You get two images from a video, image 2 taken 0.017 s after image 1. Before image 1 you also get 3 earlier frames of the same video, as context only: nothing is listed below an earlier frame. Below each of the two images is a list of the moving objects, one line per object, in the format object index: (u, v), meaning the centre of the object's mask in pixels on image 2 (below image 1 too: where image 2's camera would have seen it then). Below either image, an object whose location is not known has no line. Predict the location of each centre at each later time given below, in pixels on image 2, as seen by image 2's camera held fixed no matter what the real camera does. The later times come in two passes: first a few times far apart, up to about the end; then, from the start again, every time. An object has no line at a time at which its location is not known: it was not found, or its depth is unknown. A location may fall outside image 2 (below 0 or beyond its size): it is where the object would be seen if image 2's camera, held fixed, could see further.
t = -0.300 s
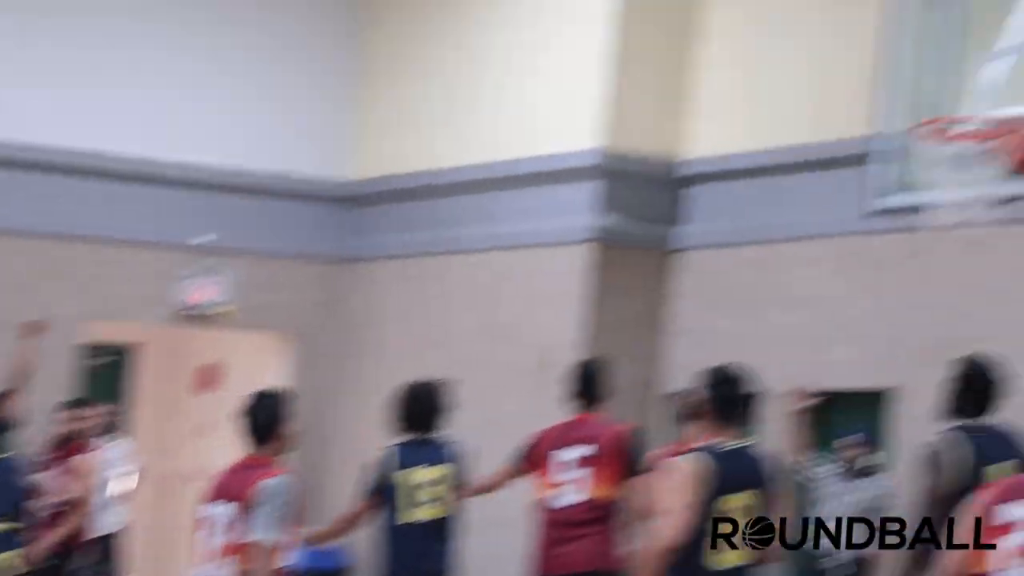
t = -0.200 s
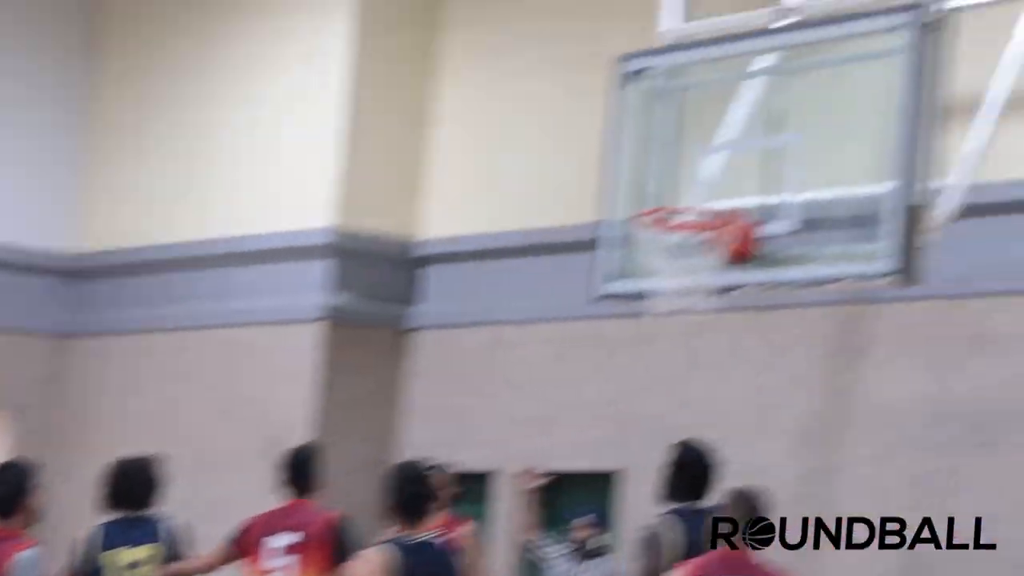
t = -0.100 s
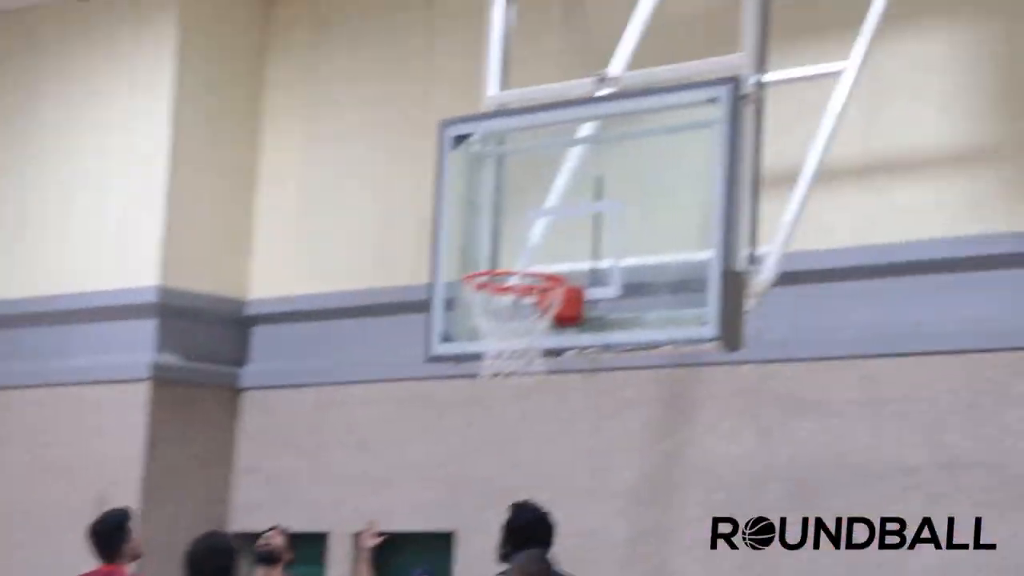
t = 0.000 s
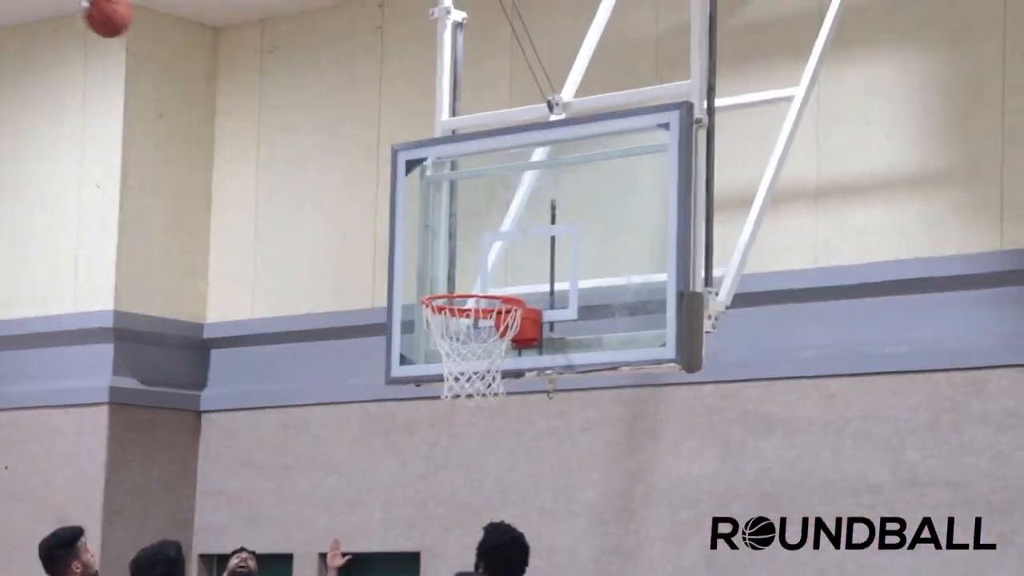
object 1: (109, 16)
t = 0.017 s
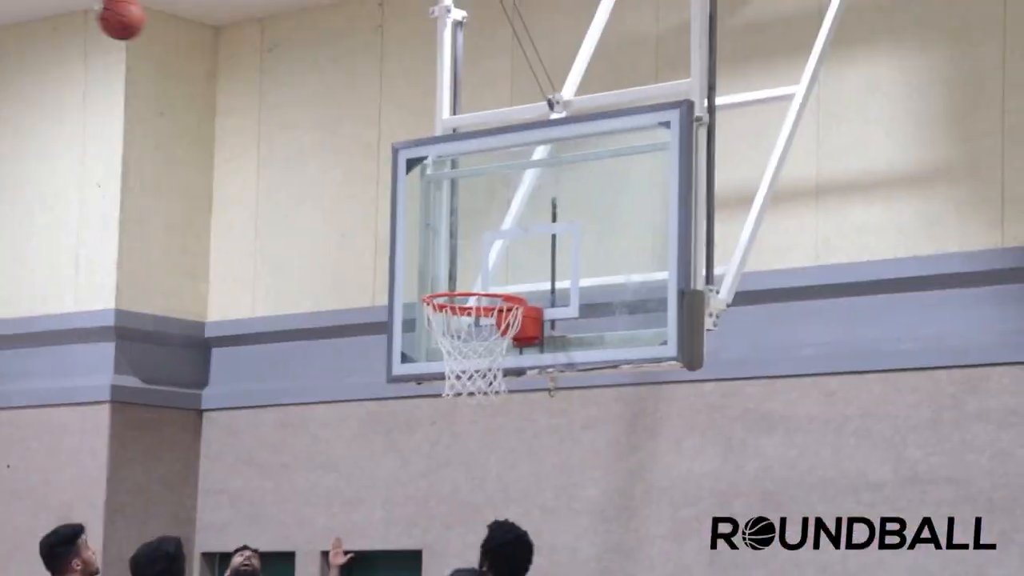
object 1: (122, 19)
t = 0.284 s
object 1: (338, 147)
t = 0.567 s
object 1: (458, 313)
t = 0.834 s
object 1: (464, 395)
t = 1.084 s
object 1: (490, 567)
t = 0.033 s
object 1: (134, 21)
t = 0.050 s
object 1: (148, 25)
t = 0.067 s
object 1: (161, 29)
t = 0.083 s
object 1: (174, 36)
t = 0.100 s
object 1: (188, 41)
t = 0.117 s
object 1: (201, 48)
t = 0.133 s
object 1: (214, 55)
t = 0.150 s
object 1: (228, 63)
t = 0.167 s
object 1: (242, 71)
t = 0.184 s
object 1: (256, 81)
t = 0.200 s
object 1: (269, 90)
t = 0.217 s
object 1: (283, 101)
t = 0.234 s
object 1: (296, 111)
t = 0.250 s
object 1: (310, 122)
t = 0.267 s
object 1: (325, 134)
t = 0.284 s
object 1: (338, 147)
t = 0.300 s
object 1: (352, 160)
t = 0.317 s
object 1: (366, 174)
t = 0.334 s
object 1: (380, 189)
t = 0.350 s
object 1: (395, 204)
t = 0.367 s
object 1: (409, 219)
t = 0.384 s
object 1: (423, 236)
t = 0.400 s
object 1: (438, 254)
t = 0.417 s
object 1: (453, 270)
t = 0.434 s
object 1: (466, 287)
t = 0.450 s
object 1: (477, 293)
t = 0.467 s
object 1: (484, 297)
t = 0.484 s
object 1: (495, 304)
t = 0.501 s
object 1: (500, 306)
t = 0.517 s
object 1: (490, 306)
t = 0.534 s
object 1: (480, 307)
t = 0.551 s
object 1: (471, 310)
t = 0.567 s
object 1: (458, 313)
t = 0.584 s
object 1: (453, 317)
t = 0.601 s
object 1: (451, 320)
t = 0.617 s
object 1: (450, 325)
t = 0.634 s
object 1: (450, 330)
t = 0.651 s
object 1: (450, 337)
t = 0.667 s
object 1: (449, 343)
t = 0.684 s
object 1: (450, 349)
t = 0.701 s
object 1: (451, 354)
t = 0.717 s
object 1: (453, 358)
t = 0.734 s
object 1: (454, 362)
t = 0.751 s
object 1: (455, 367)
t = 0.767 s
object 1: (458, 374)
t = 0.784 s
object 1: (458, 377)
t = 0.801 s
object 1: (459, 385)
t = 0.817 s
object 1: (462, 389)
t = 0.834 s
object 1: (464, 395)
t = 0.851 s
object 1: (466, 402)
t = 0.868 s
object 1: (468, 410)
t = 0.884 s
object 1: (470, 419)
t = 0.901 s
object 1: (471, 428)
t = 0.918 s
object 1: (473, 438)
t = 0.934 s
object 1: (475, 448)
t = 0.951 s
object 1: (476, 459)
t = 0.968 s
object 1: (477, 470)
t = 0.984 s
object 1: (479, 483)
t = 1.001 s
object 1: (480, 495)
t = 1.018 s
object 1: (482, 509)
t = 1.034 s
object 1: (483, 522)
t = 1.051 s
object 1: (485, 536)
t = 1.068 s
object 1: (488, 551)
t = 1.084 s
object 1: (490, 567)
